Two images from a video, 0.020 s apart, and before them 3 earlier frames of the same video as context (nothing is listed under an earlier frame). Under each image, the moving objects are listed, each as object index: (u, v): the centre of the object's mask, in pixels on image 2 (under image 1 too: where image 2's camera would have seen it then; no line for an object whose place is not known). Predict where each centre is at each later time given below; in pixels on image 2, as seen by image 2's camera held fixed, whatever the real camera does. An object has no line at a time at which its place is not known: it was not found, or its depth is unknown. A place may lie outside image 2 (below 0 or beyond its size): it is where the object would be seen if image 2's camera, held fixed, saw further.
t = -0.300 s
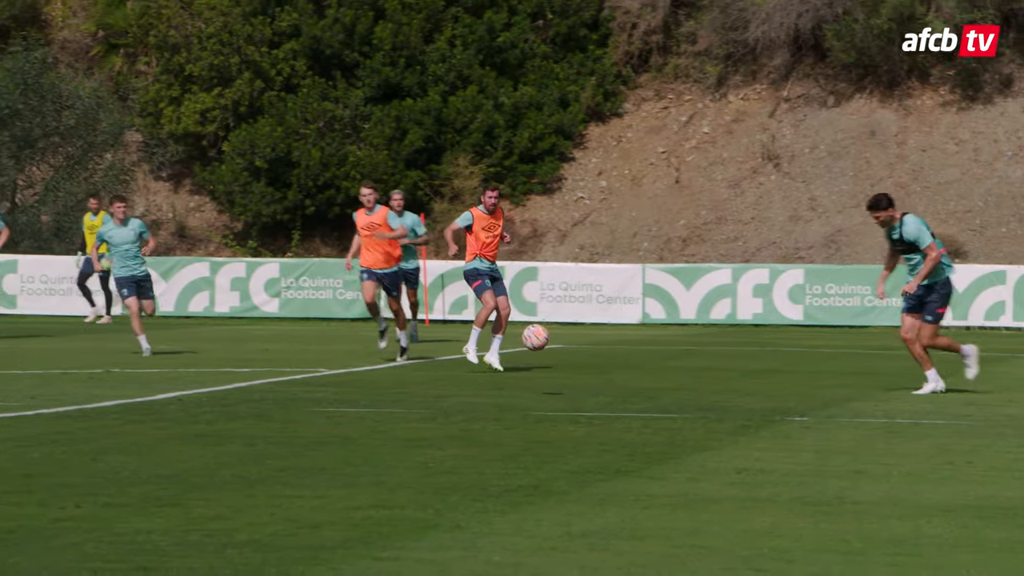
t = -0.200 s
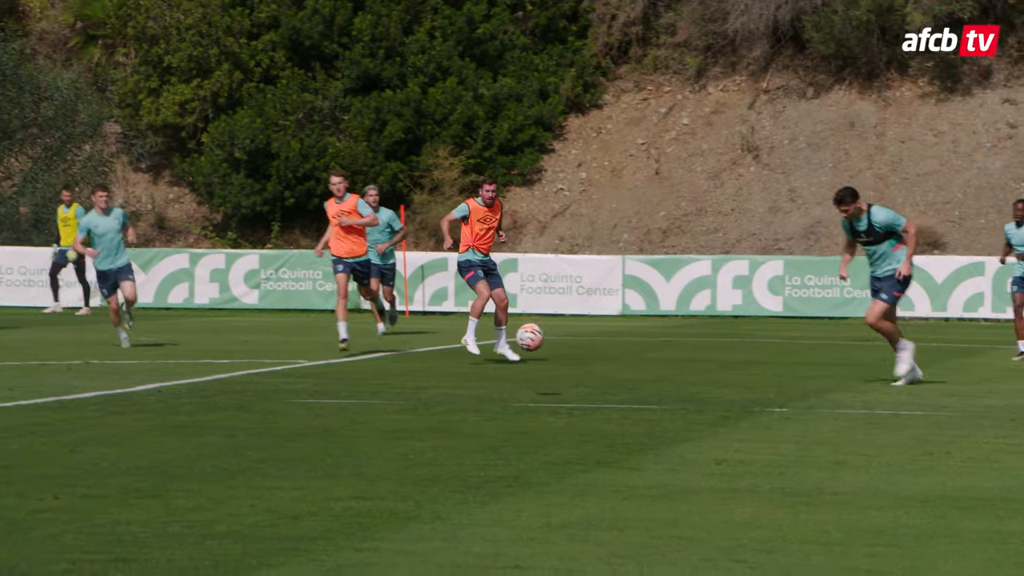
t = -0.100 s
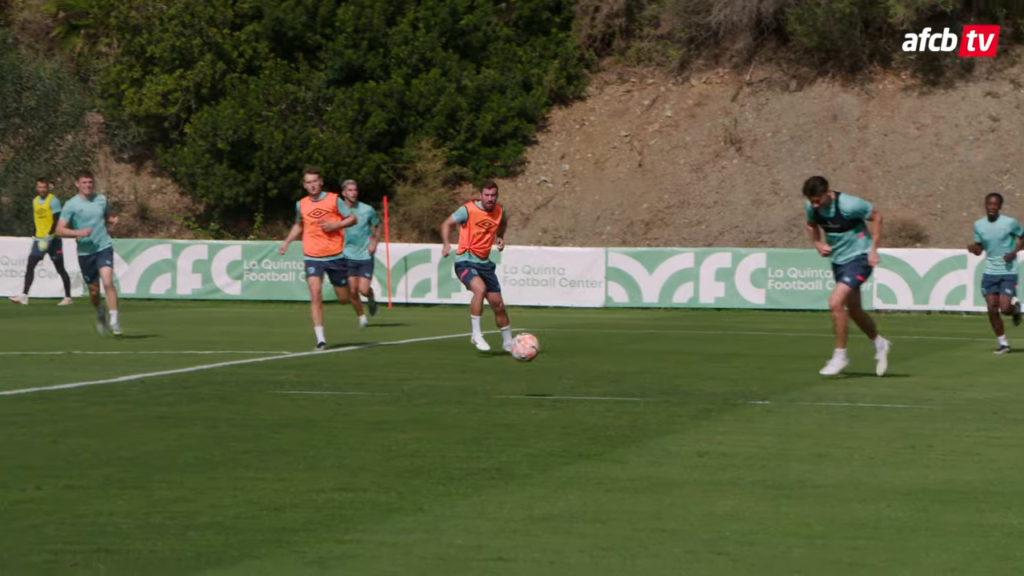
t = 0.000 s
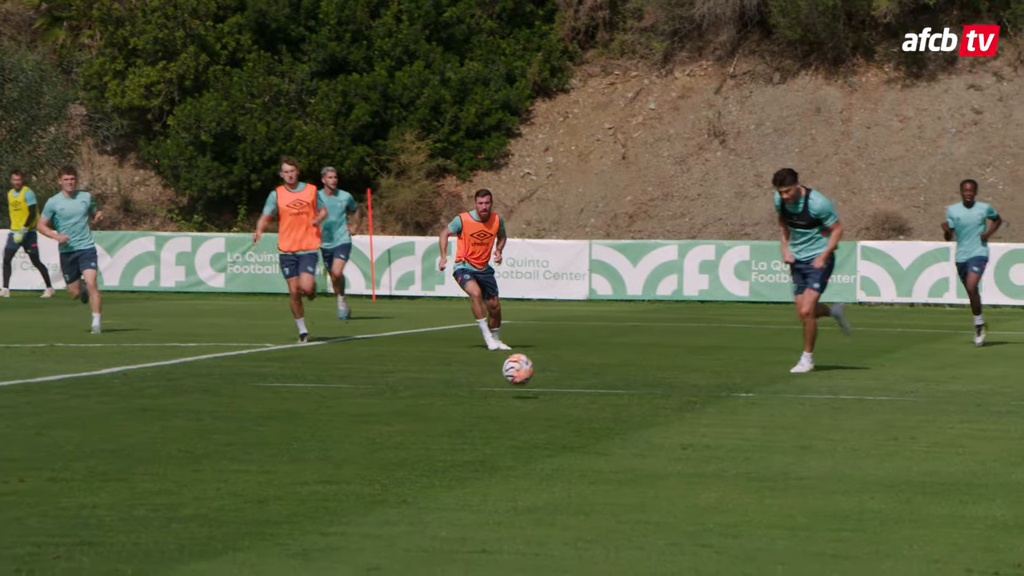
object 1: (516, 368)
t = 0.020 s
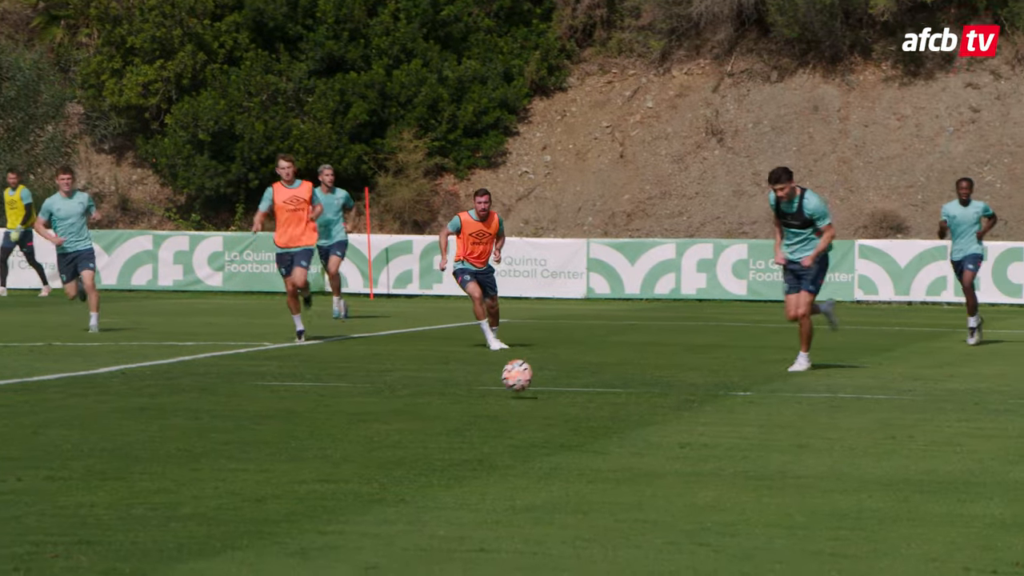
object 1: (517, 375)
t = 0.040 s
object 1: (519, 383)
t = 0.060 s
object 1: (520, 388)
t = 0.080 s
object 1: (522, 384)
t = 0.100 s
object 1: (524, 379)
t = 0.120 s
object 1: (526, 376)
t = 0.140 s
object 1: (528, 372)
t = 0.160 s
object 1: (530, 370)
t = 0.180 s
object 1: (531, 367)
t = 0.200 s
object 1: (533, 365)
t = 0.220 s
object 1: (534, 364)
